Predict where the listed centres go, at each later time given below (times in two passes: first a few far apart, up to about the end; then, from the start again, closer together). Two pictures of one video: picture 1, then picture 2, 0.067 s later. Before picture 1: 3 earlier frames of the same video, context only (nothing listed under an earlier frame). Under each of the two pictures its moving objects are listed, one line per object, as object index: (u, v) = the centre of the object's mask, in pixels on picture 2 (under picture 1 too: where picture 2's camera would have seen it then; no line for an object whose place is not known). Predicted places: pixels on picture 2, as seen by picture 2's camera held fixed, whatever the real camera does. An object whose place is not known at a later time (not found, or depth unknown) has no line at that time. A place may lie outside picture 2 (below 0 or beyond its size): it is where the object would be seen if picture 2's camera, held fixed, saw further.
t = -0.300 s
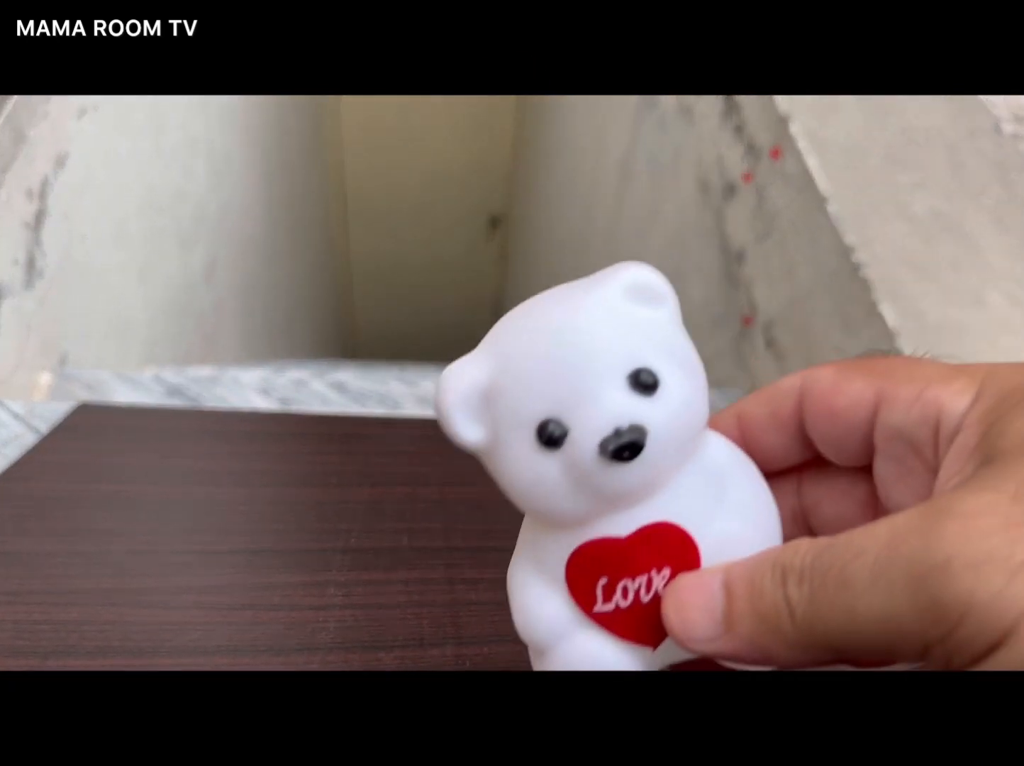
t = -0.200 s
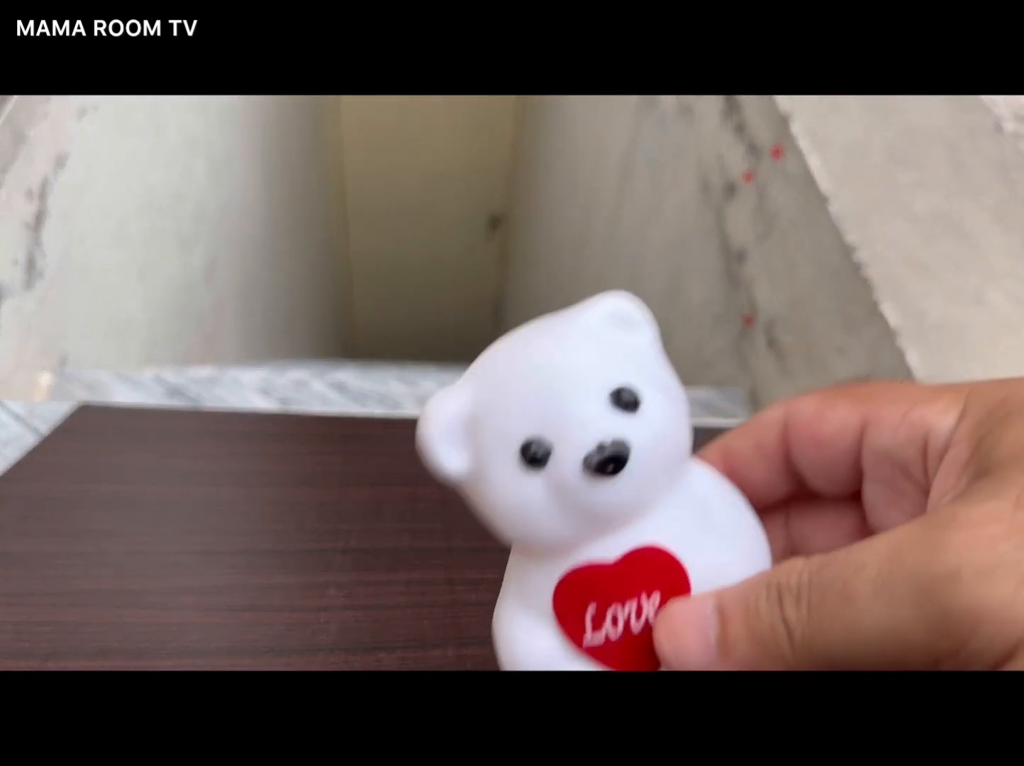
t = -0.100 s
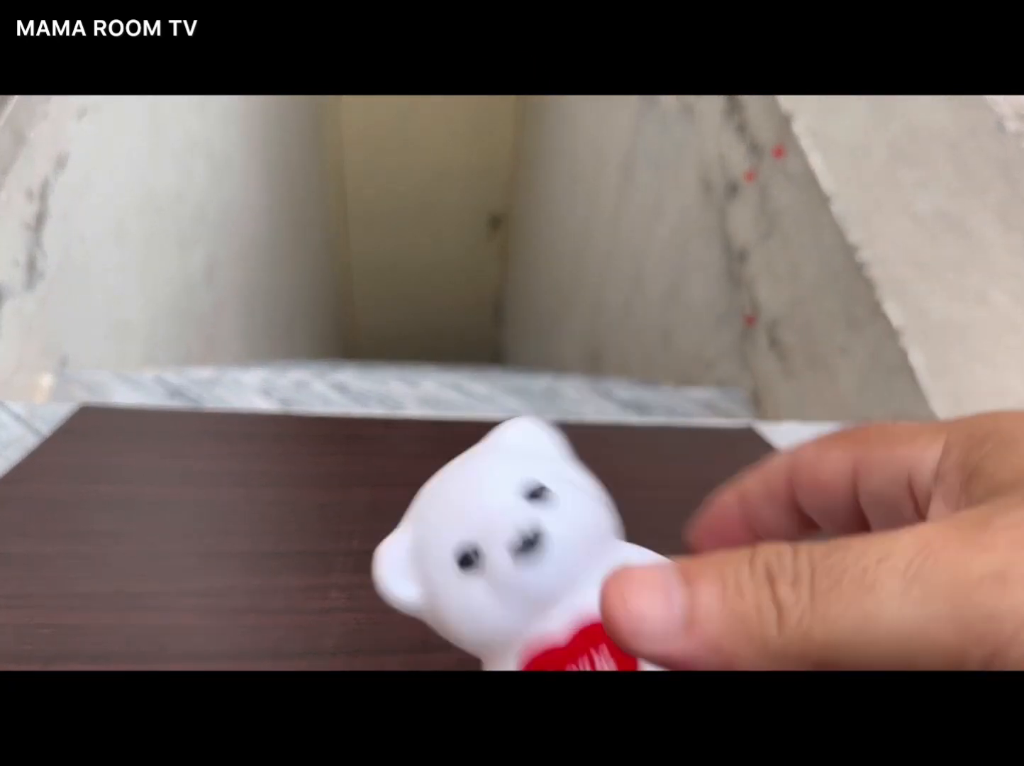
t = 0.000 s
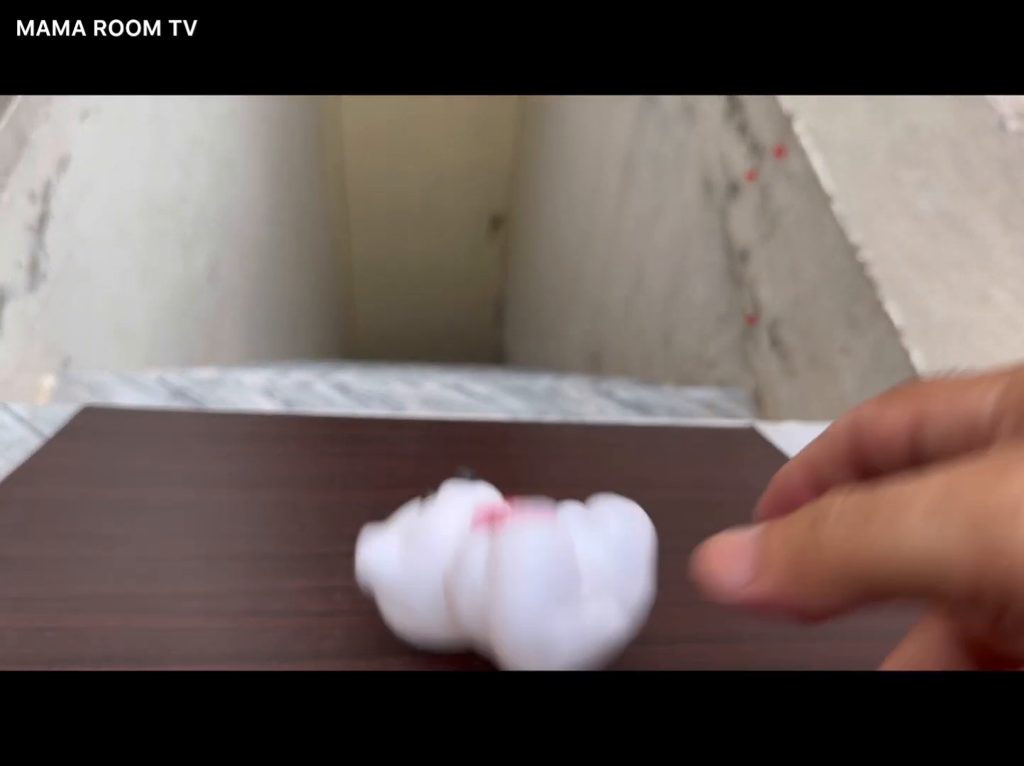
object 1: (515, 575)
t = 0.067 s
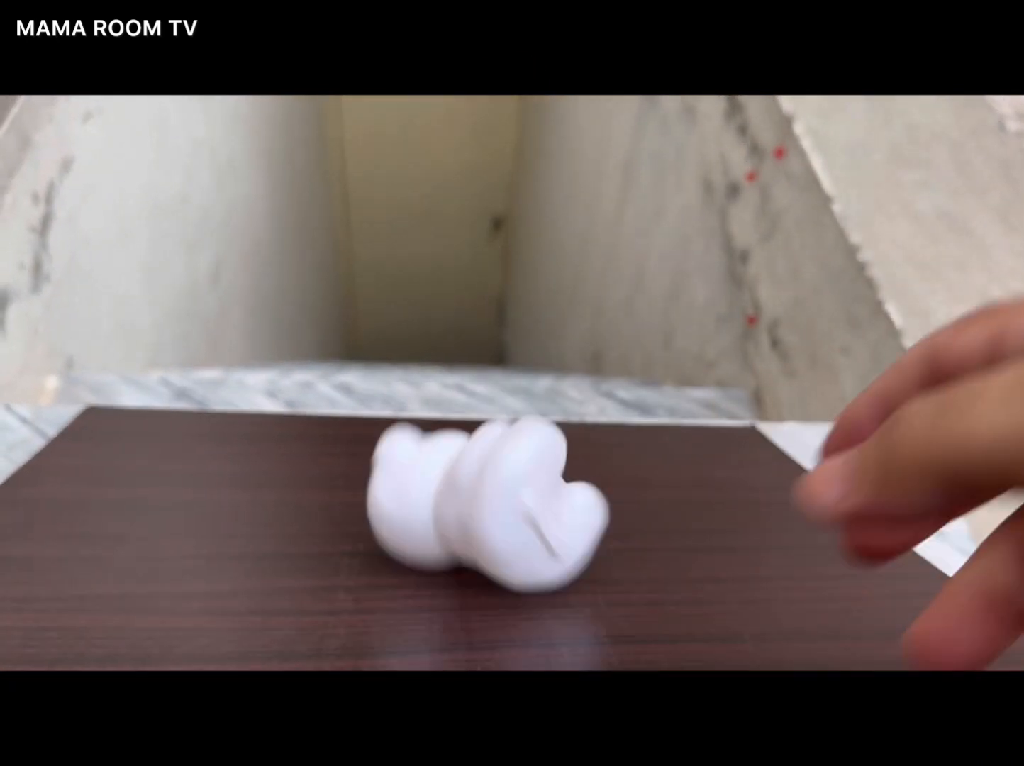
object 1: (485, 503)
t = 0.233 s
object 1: (451, 358)
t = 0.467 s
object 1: (465, 244)
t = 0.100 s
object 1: (476, 472)
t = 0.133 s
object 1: (468, 444)
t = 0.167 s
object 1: (462, 417)
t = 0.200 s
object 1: (459, 385)
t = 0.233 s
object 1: (451, 358)
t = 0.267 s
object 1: (447, 346)
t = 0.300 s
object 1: (444, 346)
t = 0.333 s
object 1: (441, 352)
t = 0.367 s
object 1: (437, 365)
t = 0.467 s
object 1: (465, 244)
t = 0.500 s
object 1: (469, 217)
